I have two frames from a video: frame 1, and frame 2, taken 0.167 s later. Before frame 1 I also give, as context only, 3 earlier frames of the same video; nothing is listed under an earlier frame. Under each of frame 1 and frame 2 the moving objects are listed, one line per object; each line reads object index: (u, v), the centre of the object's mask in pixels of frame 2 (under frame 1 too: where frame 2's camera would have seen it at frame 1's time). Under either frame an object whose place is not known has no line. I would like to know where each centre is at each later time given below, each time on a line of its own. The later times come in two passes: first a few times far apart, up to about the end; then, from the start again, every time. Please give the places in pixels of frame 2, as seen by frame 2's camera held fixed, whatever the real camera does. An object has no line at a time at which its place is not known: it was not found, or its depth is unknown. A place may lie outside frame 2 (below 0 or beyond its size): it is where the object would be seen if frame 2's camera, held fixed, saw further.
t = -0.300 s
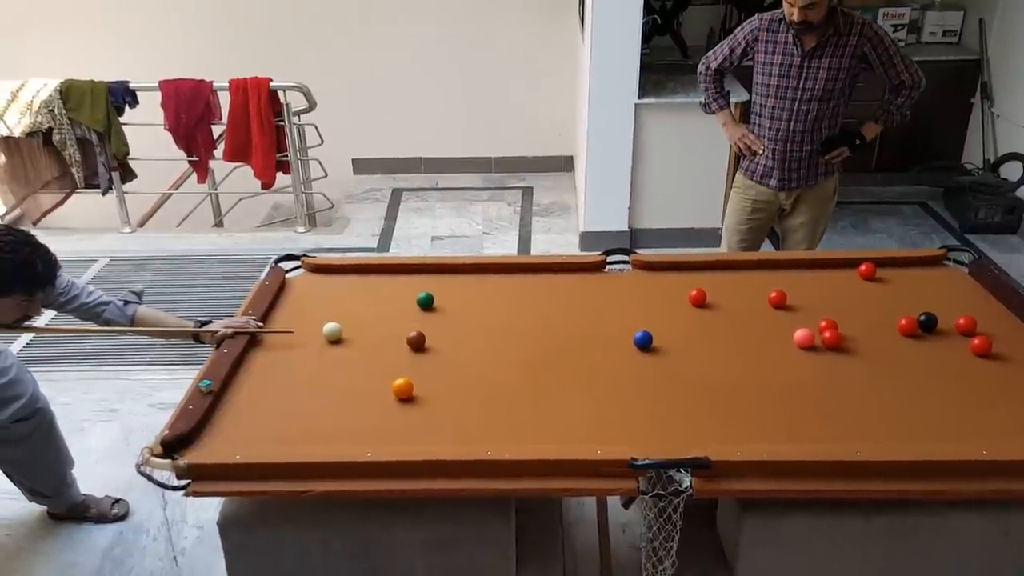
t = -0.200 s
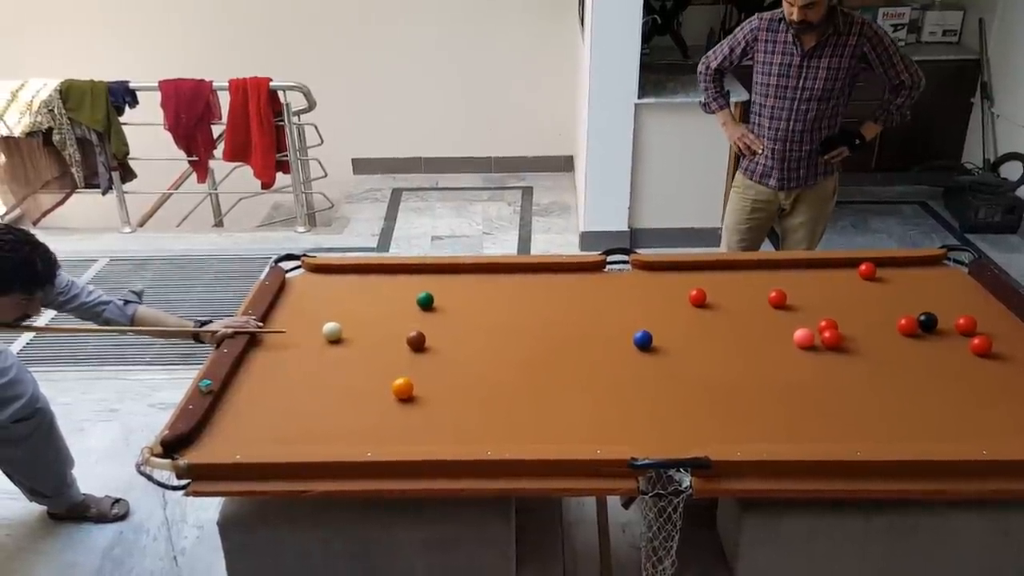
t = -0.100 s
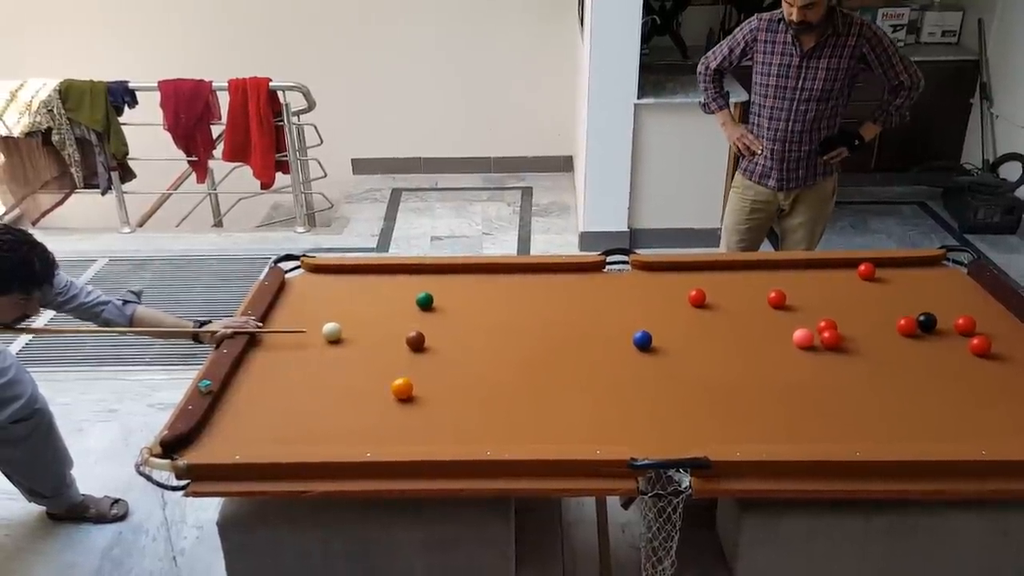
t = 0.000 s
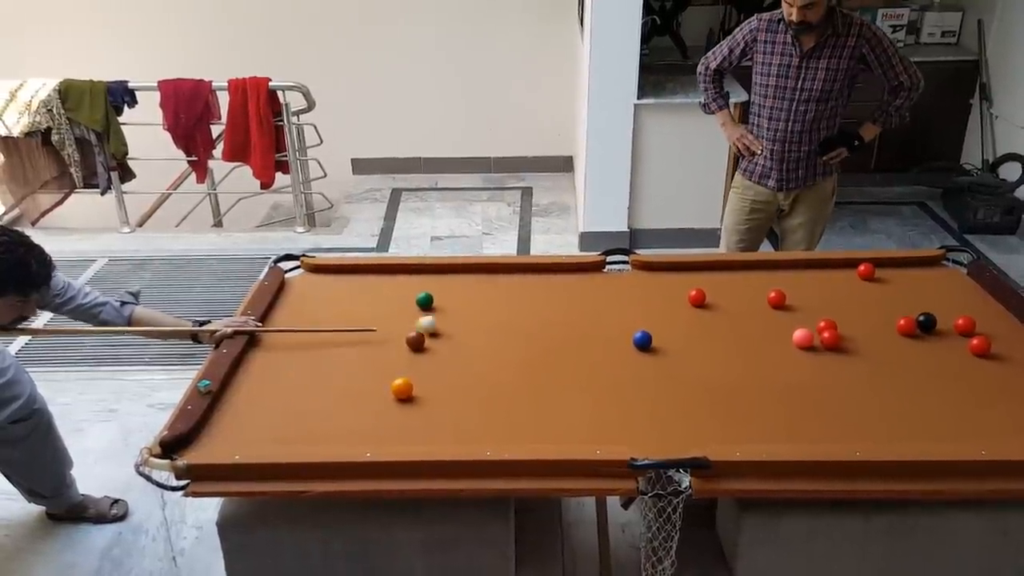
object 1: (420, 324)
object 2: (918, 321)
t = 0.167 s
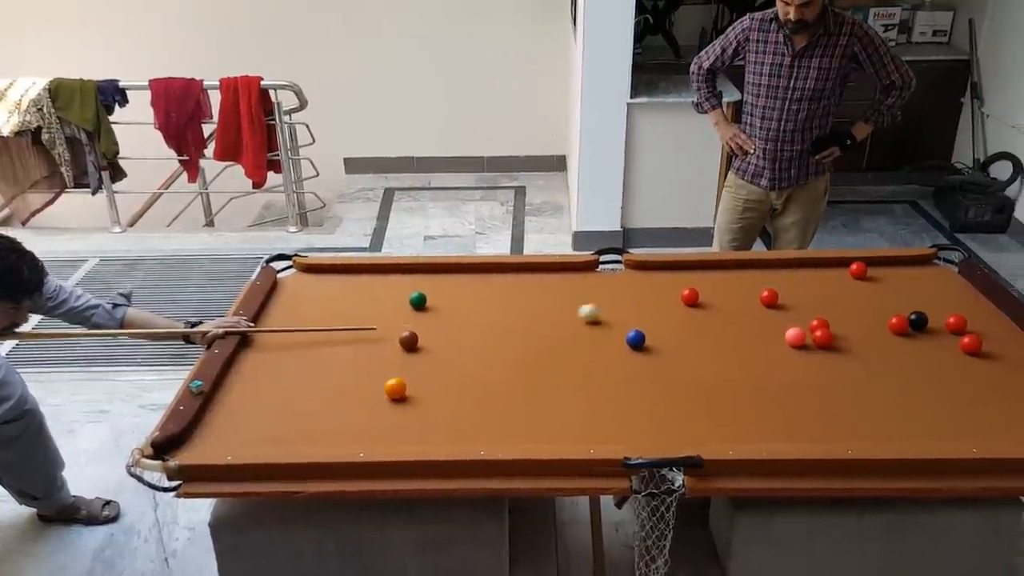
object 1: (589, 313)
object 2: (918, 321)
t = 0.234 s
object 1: (647, 309)
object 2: (917, 320)
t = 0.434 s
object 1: (779, 310)
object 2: (918, 320)
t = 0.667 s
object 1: (877, 322)
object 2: (919, 320)
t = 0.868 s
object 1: (894, 324)
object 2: (945, 312)
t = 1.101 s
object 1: (915, 325)
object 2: (973, 306)
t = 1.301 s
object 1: (930, 326)
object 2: (986, 303)
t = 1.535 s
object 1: (942, 328)
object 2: (966, 299)
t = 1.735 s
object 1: (945, 329)
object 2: (952, 297)
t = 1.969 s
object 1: (945, 330)
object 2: (936, 295)
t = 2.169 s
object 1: (945, 330)
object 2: (927, 295)
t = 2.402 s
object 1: (943, 330)
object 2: (917, 295)
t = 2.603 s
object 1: (944, 330)
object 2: (913, 295)
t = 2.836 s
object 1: (945, 331)
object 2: (910, 295)
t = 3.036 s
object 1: (945, 331)
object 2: (908, 295)
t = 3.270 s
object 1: (945, 331)
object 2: (908, 295)
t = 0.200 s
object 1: (618, 311)
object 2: (917, 320)
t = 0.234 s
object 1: (647, 309)
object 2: (917, 320)
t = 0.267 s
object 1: (677, 307)
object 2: (917, 320)
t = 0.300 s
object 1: (706, 304)
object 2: (917, 320)
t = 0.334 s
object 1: (735, 302)
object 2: (917, 320)
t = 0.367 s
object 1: (758, 302)
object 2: (917, 320)
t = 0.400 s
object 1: (768, 306)
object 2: (918, 321)
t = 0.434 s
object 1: (779, 310)
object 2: (918, 320)
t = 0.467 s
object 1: (793, 314)
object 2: (918, 321)
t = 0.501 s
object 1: (804, 316)
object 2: (918, 321)
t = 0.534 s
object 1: (819, 315)
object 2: (919, 321)
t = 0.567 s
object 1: (836, 319)
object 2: (918, 321)
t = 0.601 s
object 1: (851, 321)
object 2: (918, 321)
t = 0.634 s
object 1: (865, 322)
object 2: (918, 321)
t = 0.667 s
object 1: (877, 322)
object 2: (919, 320)
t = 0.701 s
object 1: (878, 323)
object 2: (924, 319)
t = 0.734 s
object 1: (880, 323)
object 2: (929, 318)
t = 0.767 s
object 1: (884, 323)
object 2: (933, 317)
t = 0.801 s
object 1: (887, 323)
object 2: (938, 315)
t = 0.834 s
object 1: (891, 323)
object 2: (941, 314)
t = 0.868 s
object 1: (894, 324)
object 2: (945, 312)
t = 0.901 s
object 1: (898, 324)
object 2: (949, 310)
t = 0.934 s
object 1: (901, 324)
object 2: (954, 309)
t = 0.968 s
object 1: (904, 324)
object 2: (958, 308)
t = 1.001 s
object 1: (907, 324)
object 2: (962, 308)
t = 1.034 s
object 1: (910, 325)
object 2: (966, 308)
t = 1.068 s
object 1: (913, 325)
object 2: (969, 307)
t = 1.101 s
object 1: (915, 325)
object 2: (973, 306)
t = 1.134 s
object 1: (918, 325)
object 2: (976, 305)
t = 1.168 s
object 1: (921, 325)
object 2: (980, 305)
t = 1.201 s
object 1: (923, 325)
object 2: (983, 304)
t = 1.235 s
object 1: (925, 326)
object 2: (989, 304)
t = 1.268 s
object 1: (928, 326)
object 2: (989, 304)
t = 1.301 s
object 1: (930, 326)
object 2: (986, 303)
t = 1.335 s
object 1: (932, 326)
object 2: (984, 303)
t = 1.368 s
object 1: (934, 327)
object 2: (979, 302)
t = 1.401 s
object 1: (936, 327)
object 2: (976, 301)
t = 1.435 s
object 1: (938, 327)
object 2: (973, 300)
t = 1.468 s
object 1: (940, 328)
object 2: (970, 300)
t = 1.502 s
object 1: (941, 328)
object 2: (968, 299)
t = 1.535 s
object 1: (942, 328)
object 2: (966, 299)
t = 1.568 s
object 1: (943, 328)
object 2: (963, 299)
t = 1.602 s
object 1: (944, 329)
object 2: (961, 298)
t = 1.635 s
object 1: (944, 329)
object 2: (958, 298)
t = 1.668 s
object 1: (945, 329)
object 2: (956, 298)
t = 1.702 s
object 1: (945, 329)
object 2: (954, 297)
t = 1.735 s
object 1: (945, 329)
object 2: (952, 297)
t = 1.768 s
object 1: (945, 330)
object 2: (950, 297)
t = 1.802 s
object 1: (946, 330)
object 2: (948, 297)
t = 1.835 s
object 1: (945, 330)
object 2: (943, 296)
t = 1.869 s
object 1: (945, 330)
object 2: (941, 296)
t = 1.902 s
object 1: (945, 330)
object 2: (940, 296)
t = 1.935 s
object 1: (945, 330)
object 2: (938, 296)
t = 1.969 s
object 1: (945, 330)
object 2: (936, 295)
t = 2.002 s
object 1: (945, 330)
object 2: (935, 295)
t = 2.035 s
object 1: (945, 330)
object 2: (933, 295)
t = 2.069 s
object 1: (945, 330)
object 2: (932, 295)
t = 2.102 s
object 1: (945, 330)
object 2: (931, 295)
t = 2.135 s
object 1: (945, 330)
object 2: (929, 295)
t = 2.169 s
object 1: (945, 330)
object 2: (927, 295)
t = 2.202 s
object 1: (945, 330)
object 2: (926, 295)
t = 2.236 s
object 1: (944, 330)
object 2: (924, 295)
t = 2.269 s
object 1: (944, 330)
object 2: (923, 295)
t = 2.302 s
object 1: (943, 330)
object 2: (921, 295)
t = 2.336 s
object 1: (943, 330)
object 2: (920, 295)
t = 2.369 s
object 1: (943, 330)
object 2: (919, 295)
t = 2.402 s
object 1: (943, 330)
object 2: (917, 295)
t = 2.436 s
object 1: (943, 330)
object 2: (916, 295)
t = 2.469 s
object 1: (944, 330)
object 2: (916, 295)
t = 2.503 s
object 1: (944, 330)
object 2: (915, 295)
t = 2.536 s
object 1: (944, 330)
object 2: (914, 295)
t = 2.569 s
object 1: (944, 330)
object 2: (913, 294)
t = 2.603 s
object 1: (944, 330)
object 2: (913, 295)
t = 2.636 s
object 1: (944, 330)
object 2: (912, 295)
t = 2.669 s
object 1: (945, 330)
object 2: (912, 295)
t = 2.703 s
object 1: (945, 331)
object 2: (911, 295)
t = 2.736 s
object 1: (945, 331)
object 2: (911, 295)
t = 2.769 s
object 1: (945, 330)
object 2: (910, 295)
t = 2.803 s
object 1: (945, 331)
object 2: (910, 295)
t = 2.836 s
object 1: (945, 331)
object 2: (910, 295)
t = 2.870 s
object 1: (945, 331)
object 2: (910, 295)
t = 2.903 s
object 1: (945, 331)
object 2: (909, 295)
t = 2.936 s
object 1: (945, 331)
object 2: (909, 295)
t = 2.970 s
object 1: (945, 331)
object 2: (909, 295)
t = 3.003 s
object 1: (945, 331)
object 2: (909, 295)
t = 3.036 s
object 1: (945, 331)
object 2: (908, 295)
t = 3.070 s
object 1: (945, 331)
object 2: (908, 295)
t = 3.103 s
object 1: (945, 331)
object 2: (908, 295)
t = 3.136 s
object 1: (945, 331)
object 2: (908, 295)
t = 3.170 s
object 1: (945, 330)
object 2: (908, 295)
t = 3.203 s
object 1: (945, 331)
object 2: (908, 295)
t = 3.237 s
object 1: (945, 331)
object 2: (908, 295)
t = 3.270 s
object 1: (945, 331)
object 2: (908, 295)
